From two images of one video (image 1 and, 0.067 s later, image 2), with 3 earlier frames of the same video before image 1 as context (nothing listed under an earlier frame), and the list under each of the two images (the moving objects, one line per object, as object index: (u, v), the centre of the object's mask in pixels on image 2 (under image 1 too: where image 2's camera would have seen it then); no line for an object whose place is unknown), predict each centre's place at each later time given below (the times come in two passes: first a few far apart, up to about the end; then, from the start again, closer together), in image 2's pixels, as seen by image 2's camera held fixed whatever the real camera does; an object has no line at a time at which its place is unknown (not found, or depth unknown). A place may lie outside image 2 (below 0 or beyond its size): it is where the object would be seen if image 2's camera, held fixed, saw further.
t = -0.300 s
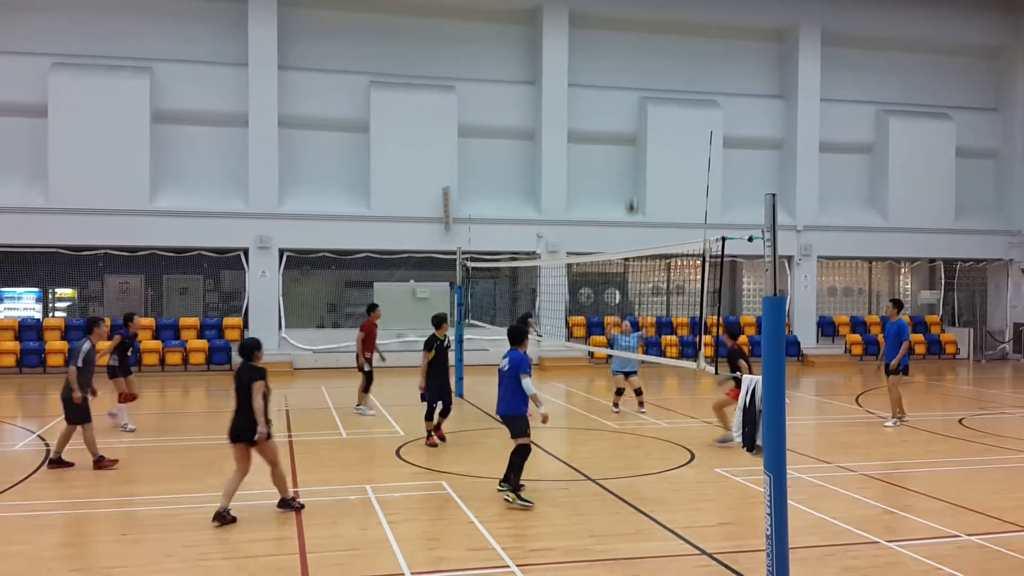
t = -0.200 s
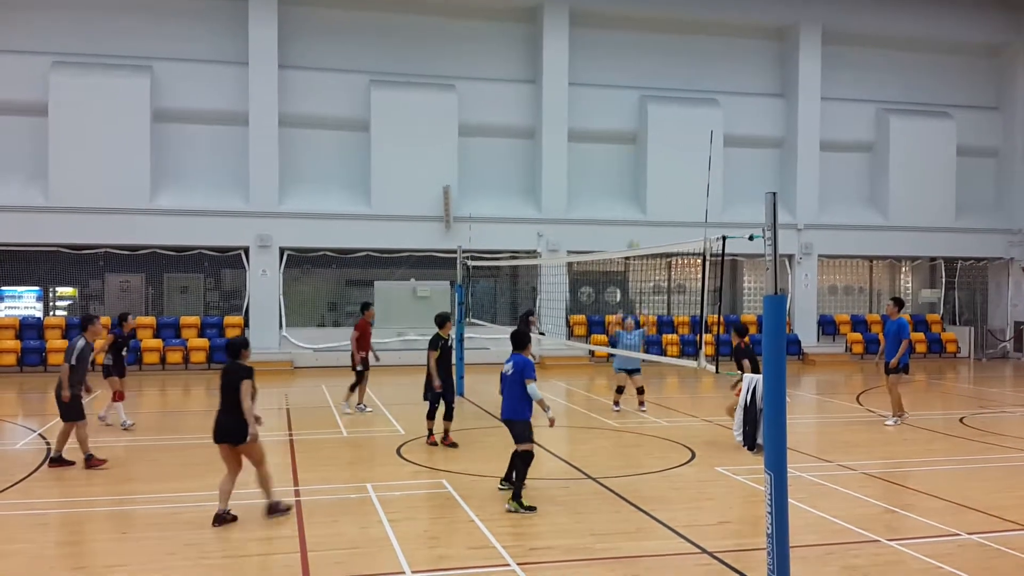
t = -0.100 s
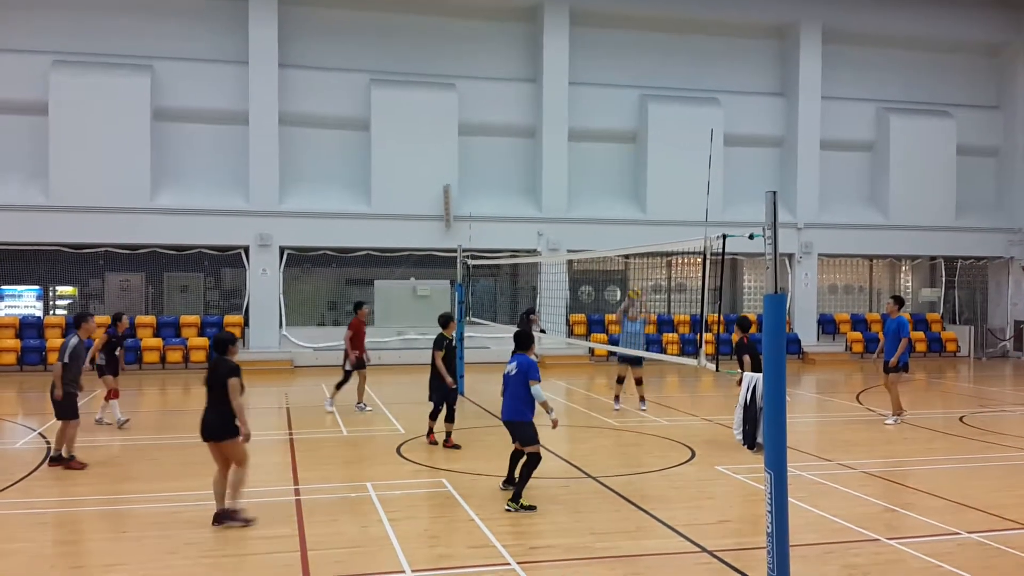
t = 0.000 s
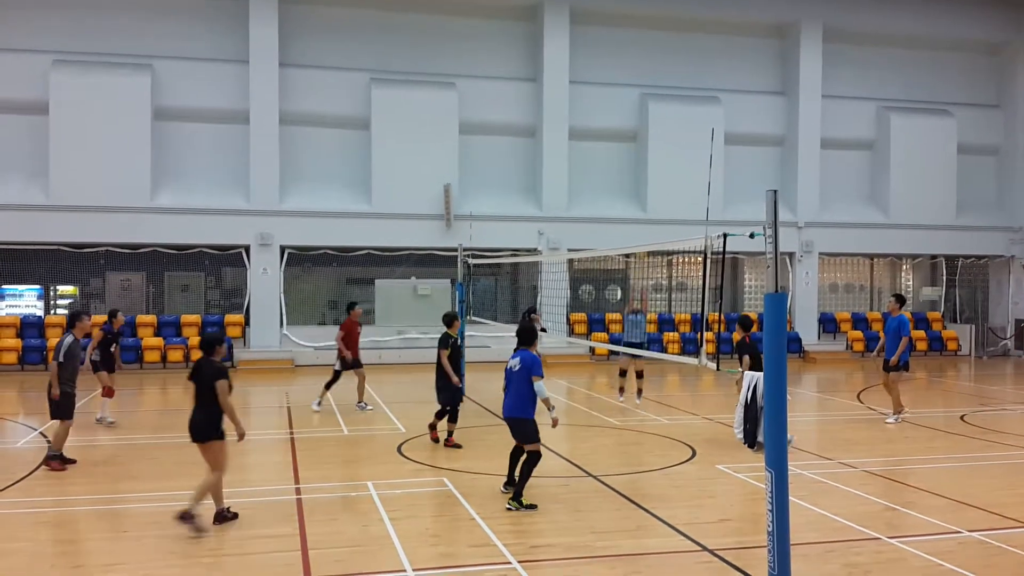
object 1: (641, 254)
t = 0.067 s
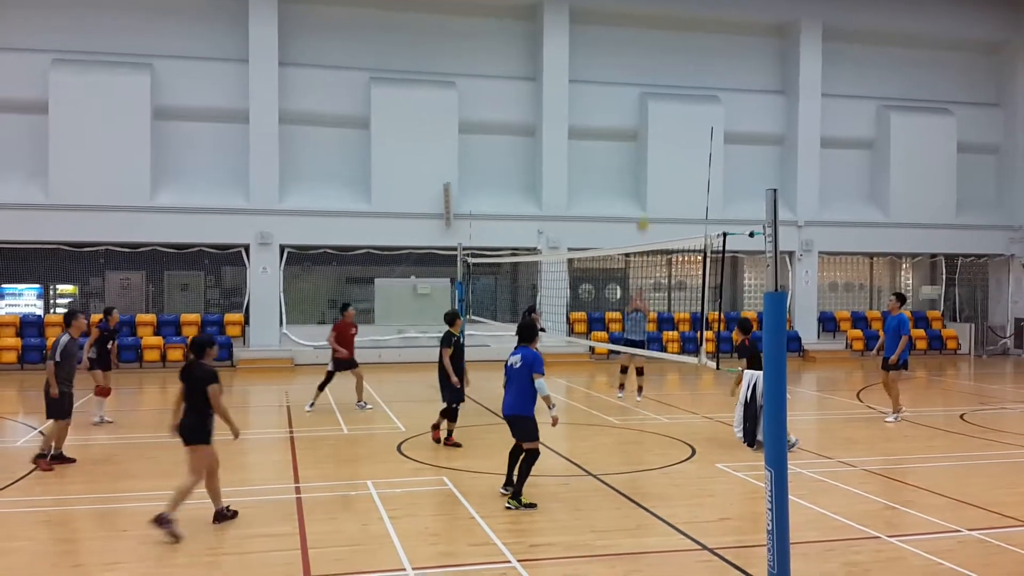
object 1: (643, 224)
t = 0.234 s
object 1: (651, 159)
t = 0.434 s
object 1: (658, 97)
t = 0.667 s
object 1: (666, 57)
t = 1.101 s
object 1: (689, 105)
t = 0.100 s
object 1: (644, 210)
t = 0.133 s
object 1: (646, 197)
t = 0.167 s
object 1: (648, 184)
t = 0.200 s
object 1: (649, 171)
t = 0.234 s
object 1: (651, 159)
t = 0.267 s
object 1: (652, 147)
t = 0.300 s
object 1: (654, 136)
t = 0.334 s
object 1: (655, 126)
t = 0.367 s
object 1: (656, 116)
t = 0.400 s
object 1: (657, 105)
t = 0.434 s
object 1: (658, 97)
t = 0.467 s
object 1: (659, 89)
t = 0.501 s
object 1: (661, 82)
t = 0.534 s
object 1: (663, 76)
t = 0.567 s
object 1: (663, 69)
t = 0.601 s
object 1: (664, 64)
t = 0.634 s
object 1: (665, 60)
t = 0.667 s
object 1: (666, 57)
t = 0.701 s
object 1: (666, 55)
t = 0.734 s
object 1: (668, 53)
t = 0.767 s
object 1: (670, 53)
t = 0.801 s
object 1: (671, 53)
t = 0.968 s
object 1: (683, 71)
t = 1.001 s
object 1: (684, 78)
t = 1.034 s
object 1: (686, 85)
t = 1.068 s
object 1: (687, 95)
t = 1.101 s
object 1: (689, 105)
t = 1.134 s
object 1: (690, 118)
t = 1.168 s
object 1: (691, 130)
